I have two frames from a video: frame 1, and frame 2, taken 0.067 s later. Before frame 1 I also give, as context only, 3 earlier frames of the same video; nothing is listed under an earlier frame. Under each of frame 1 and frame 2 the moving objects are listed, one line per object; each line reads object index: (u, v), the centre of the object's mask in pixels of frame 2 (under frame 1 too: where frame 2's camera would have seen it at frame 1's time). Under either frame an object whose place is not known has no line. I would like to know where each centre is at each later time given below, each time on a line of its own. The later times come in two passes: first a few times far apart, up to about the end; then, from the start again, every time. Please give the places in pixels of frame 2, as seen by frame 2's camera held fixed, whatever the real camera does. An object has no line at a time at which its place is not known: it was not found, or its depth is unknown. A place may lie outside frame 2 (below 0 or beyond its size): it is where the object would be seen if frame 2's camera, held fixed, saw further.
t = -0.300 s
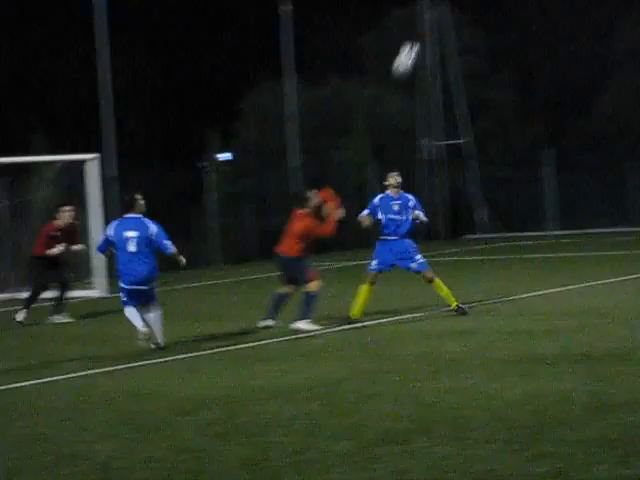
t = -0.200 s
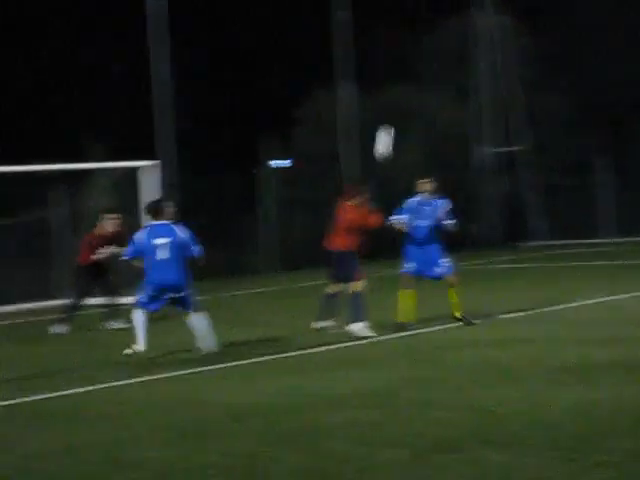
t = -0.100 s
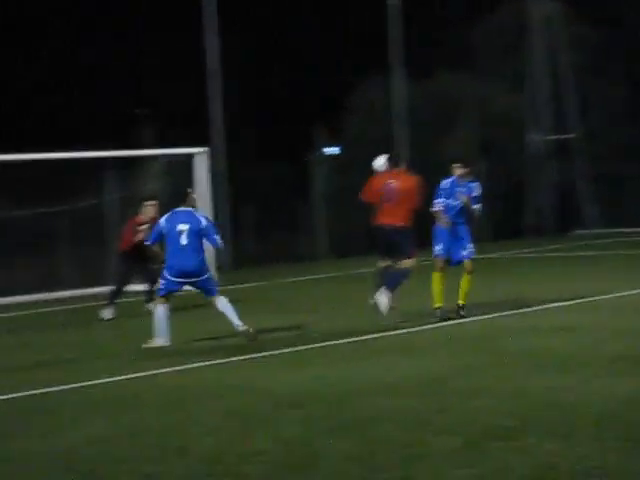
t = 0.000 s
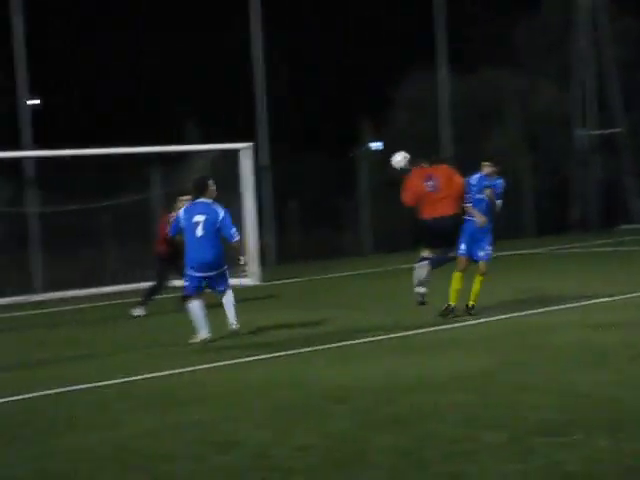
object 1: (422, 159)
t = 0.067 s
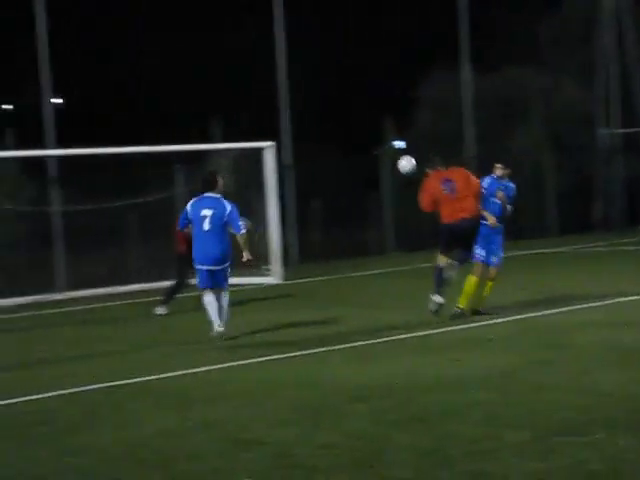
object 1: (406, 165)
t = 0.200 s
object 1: (375, 186)
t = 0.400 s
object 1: (334, 241)
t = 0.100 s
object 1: (398, 169)
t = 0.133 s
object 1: (390, 174)
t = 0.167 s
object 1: (383, 179)
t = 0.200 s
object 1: (375, 186)
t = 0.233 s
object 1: (368, 193)
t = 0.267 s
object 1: (361, 201)
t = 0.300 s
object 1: (354, 211)
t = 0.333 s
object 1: (347, 220)
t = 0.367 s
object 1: (340, 230)
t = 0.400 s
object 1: (334, 241)
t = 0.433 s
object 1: (327, 252)
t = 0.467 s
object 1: (320, 264)
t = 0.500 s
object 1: (314, 276)
